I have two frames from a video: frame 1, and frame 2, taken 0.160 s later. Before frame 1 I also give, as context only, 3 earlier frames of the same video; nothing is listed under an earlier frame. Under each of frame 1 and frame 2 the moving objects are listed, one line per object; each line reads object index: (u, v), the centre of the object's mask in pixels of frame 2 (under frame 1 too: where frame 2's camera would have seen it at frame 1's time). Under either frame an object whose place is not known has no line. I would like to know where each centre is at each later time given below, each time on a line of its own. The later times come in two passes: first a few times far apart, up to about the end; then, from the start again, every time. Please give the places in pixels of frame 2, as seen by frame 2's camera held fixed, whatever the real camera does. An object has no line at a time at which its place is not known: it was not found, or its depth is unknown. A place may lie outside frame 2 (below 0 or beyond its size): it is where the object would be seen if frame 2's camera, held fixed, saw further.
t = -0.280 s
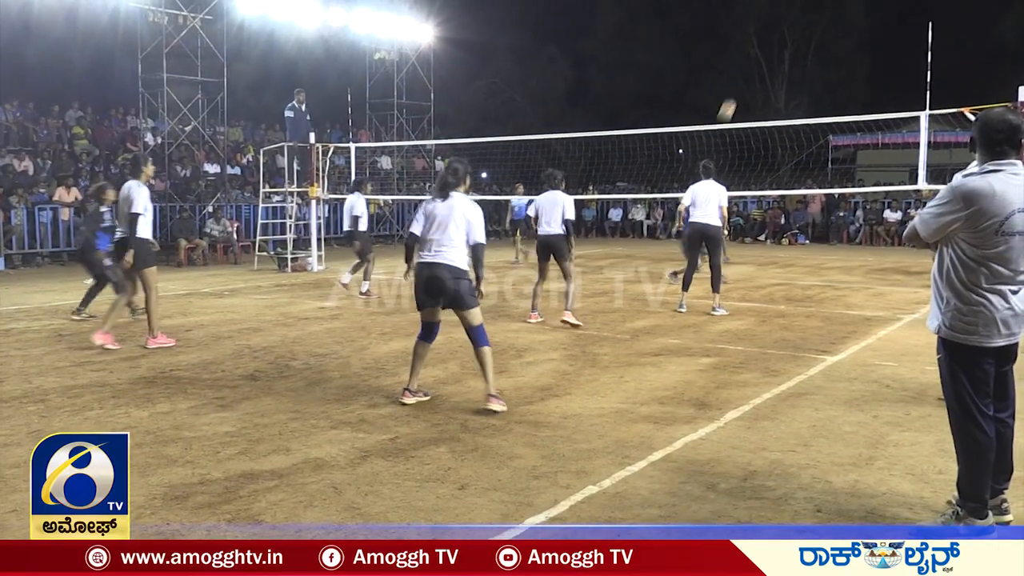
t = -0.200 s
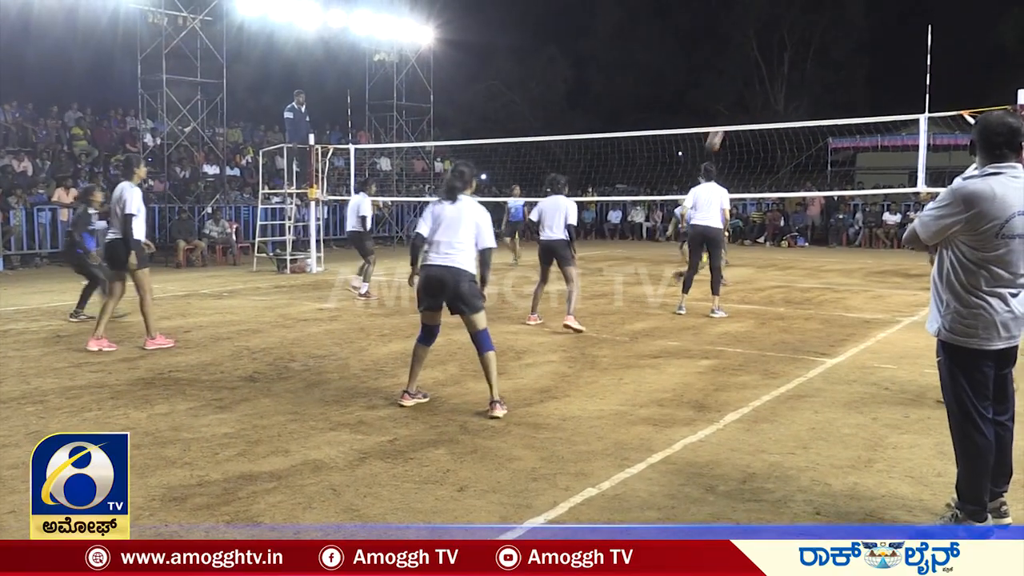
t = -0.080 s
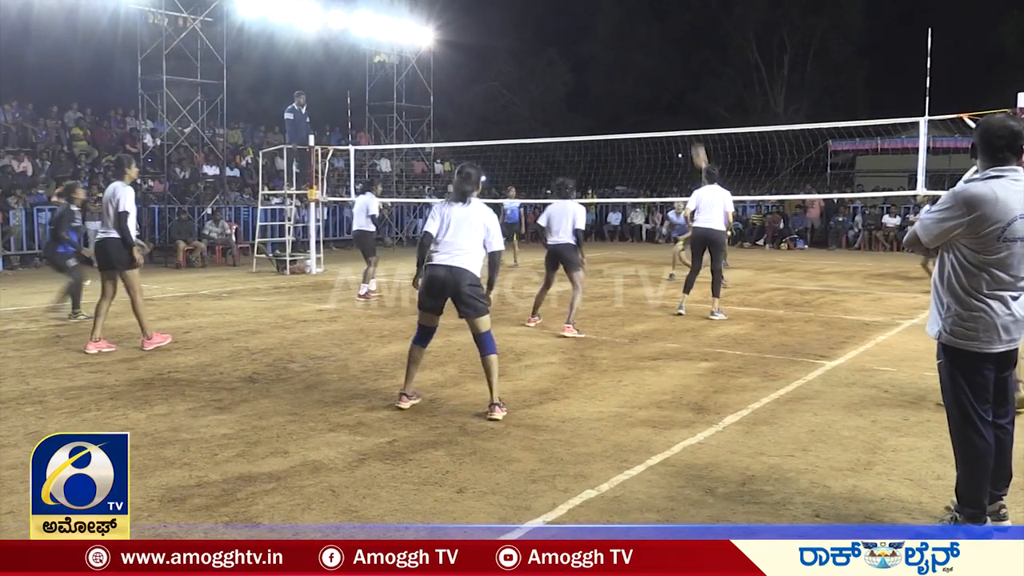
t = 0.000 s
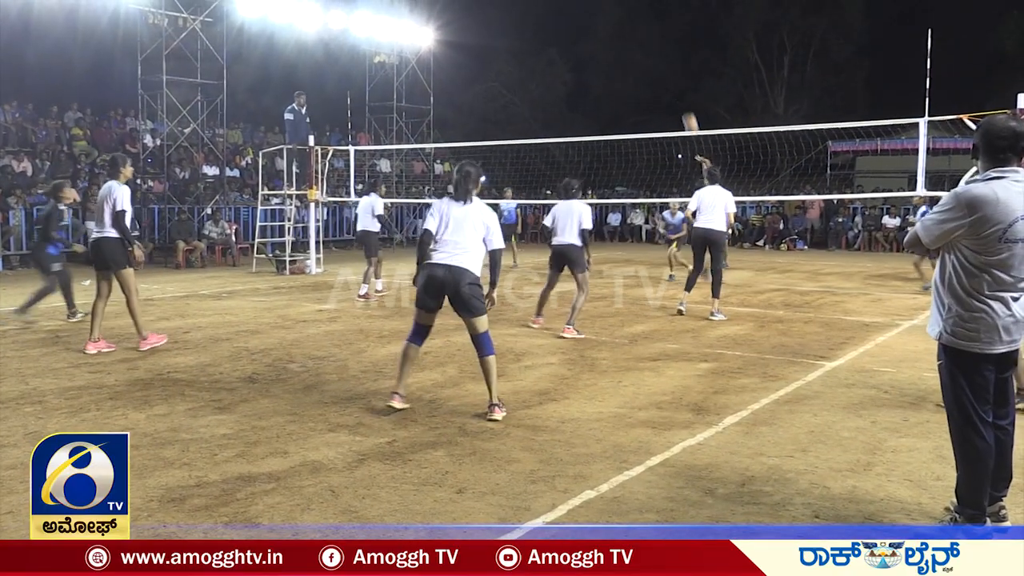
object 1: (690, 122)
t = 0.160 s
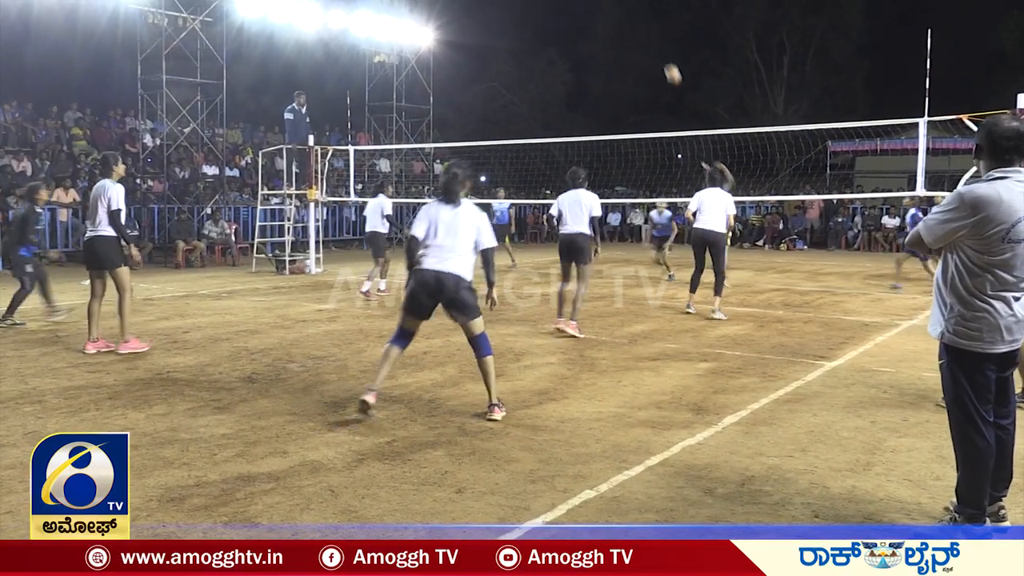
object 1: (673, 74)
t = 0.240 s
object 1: (664, 56)
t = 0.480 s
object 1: (638, 27)
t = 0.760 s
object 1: (608, 40)
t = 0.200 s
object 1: (668, 64)
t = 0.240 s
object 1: (664, 56)
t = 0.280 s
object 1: (659, 48)
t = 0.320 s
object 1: (655, 42)
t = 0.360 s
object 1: (650, 36)
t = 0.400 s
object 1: (646, 32)
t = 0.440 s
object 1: (642, 29)
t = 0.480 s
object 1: (638, 27)
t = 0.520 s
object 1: (633, 26)
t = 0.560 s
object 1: (629, 25)
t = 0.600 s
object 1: (625, 26)
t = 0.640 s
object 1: (620, 28)
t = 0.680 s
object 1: (616, 31)
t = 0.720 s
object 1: (612, 35)
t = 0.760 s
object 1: (608, 40)
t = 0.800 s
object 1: (604, 46)
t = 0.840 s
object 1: (600, 53)
